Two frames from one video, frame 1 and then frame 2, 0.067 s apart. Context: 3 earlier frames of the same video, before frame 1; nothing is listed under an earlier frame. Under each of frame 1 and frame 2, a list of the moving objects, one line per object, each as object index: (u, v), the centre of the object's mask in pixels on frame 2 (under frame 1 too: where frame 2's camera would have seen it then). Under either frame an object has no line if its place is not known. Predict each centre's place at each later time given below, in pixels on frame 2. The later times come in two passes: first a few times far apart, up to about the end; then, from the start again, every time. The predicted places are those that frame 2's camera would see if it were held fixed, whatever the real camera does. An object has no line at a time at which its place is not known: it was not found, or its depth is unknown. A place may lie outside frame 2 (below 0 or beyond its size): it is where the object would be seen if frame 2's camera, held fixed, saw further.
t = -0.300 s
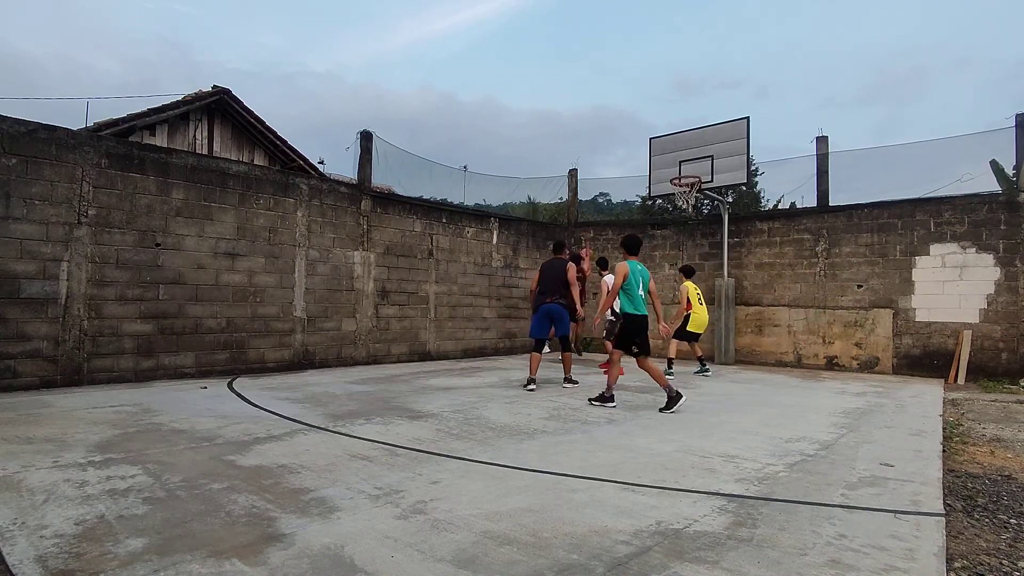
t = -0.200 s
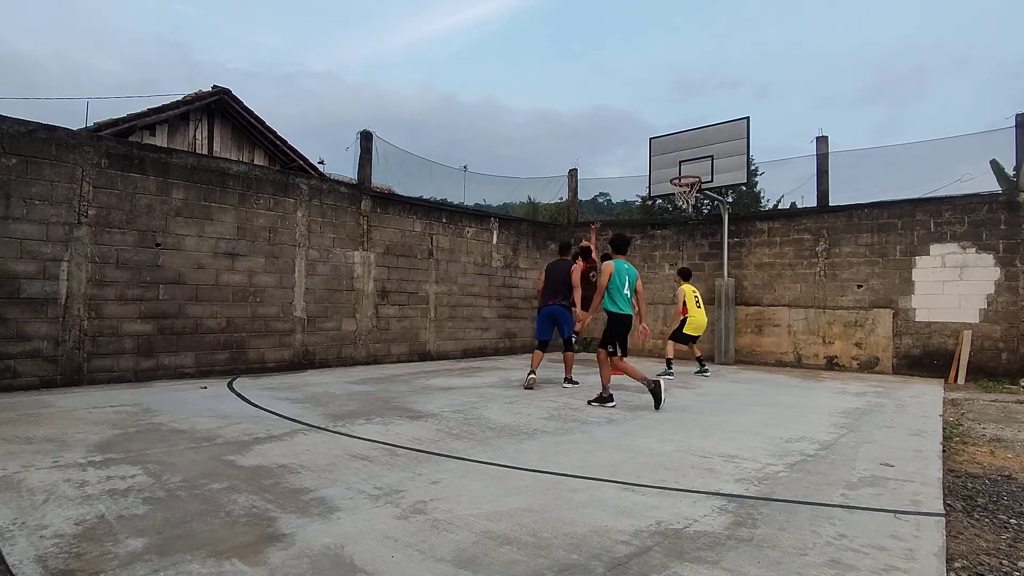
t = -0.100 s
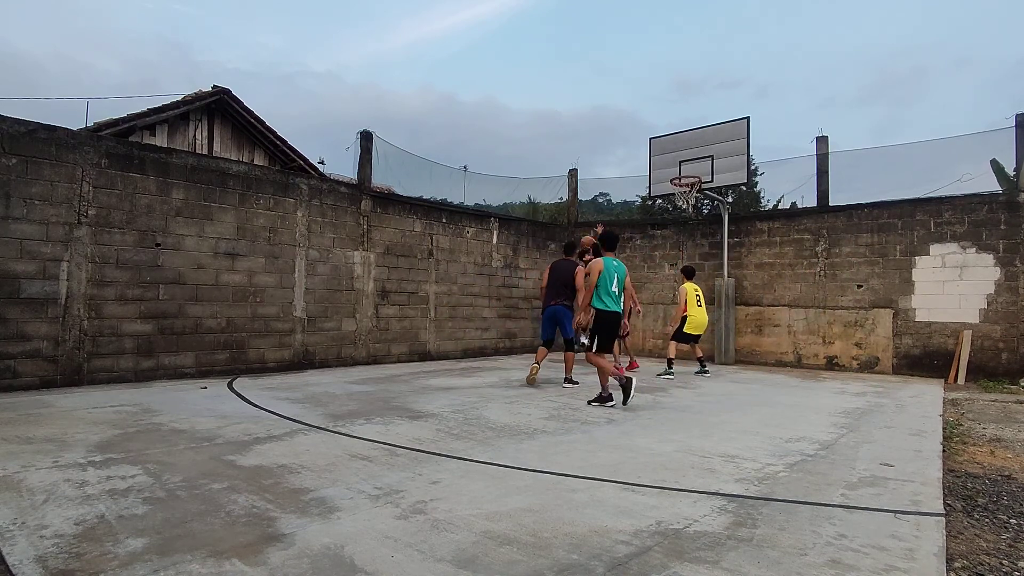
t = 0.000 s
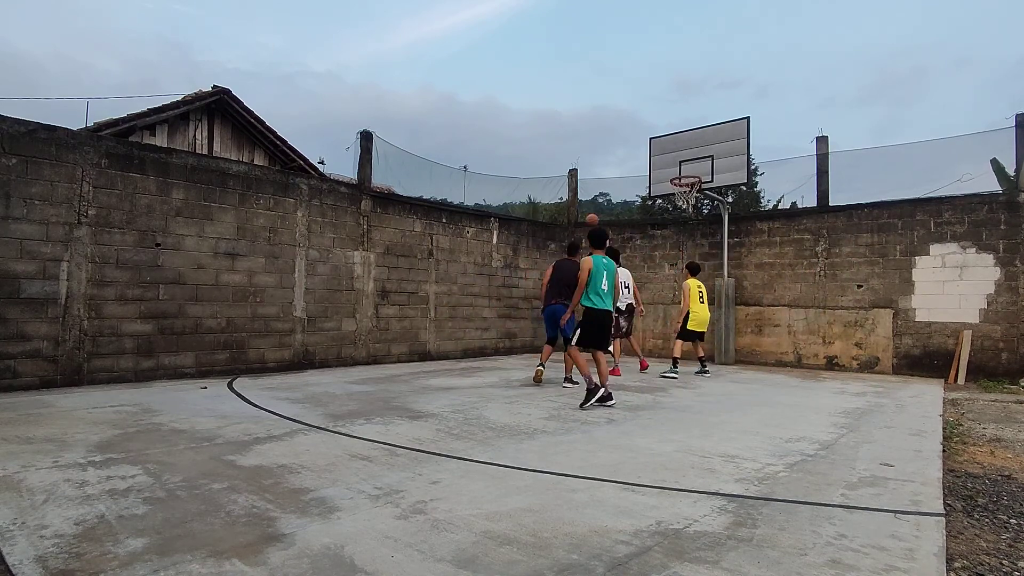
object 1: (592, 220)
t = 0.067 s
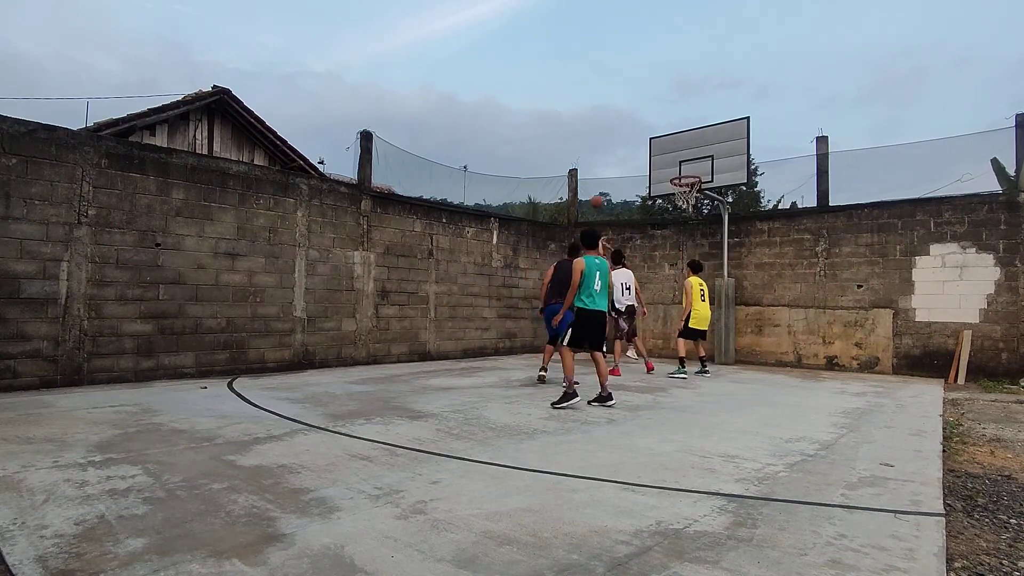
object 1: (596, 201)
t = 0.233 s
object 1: (609, 163)
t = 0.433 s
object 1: (624, 135)
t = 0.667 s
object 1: (642, 129)
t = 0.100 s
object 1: (599, 193)
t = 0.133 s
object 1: (601, 185)
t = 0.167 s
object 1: (604, 177)
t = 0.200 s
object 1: (606, 170)
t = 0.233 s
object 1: (609, 163)
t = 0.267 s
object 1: (611, 157)
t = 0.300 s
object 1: (614, 151)
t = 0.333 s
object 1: (616, 146)
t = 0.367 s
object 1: (619, 142)
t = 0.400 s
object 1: (621, 138)
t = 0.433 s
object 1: (624, 135)
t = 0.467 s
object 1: (626, 132)
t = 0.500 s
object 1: (629, 130)
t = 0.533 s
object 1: (632, 129)
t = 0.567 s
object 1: (634, 128)
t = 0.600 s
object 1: (637, 128)
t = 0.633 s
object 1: (640, 128)
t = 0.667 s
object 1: (642, 129)
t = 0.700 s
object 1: (645, 131)
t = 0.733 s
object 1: (648, 134)
